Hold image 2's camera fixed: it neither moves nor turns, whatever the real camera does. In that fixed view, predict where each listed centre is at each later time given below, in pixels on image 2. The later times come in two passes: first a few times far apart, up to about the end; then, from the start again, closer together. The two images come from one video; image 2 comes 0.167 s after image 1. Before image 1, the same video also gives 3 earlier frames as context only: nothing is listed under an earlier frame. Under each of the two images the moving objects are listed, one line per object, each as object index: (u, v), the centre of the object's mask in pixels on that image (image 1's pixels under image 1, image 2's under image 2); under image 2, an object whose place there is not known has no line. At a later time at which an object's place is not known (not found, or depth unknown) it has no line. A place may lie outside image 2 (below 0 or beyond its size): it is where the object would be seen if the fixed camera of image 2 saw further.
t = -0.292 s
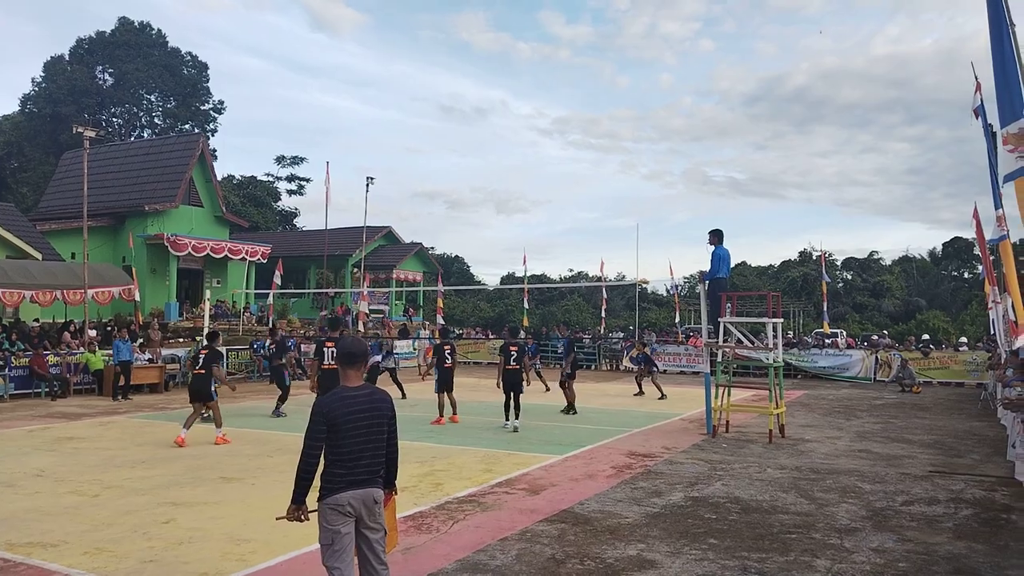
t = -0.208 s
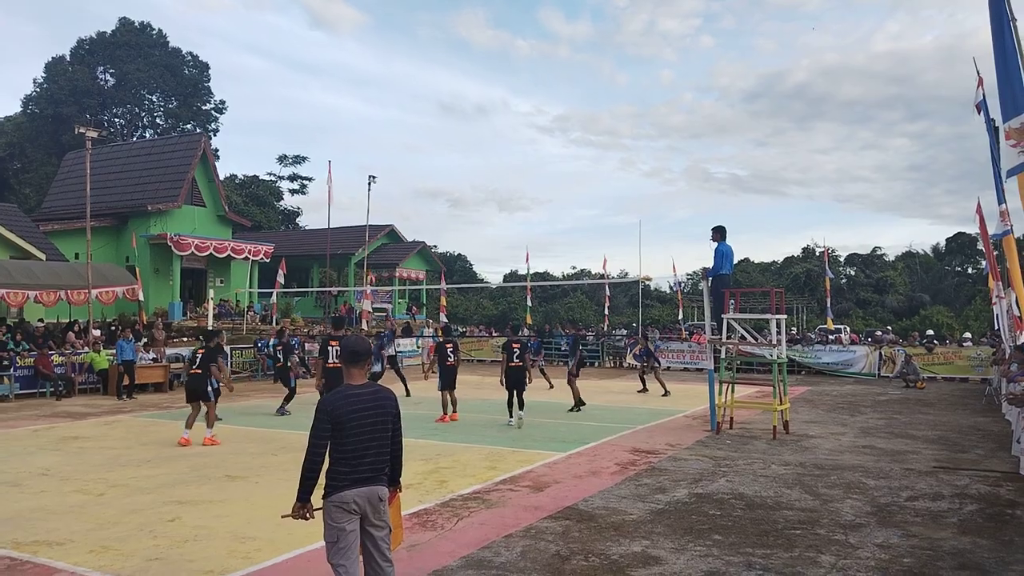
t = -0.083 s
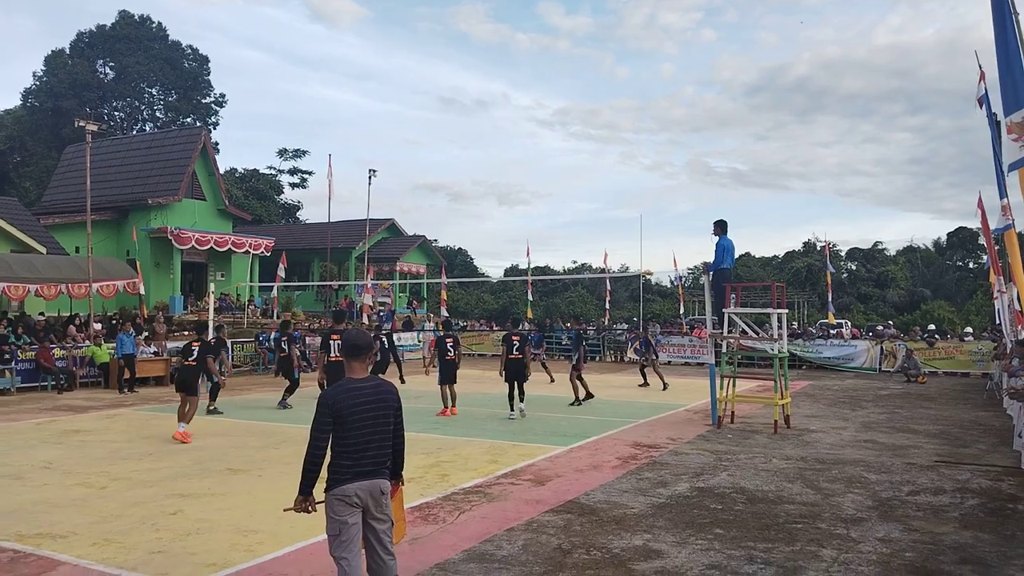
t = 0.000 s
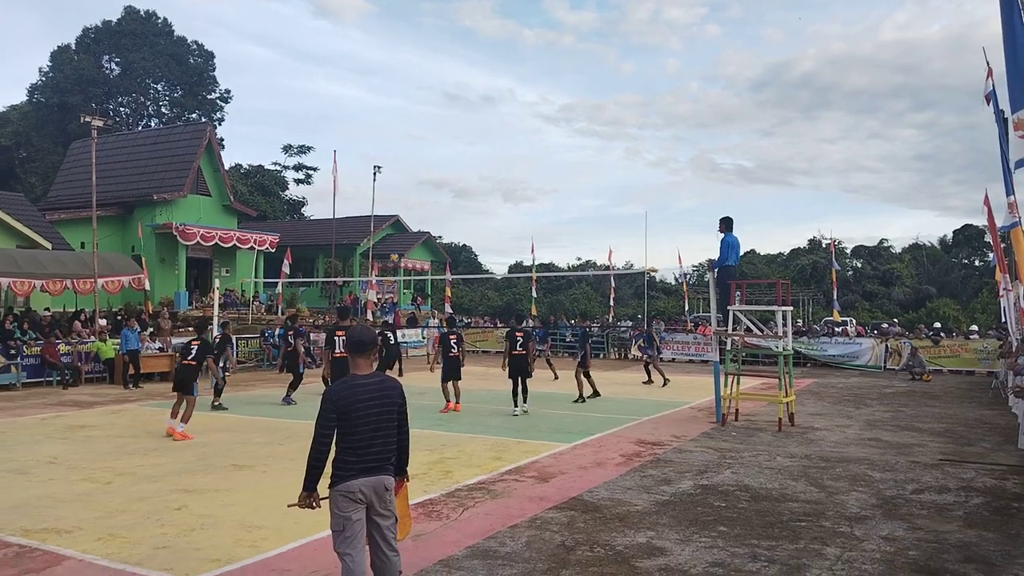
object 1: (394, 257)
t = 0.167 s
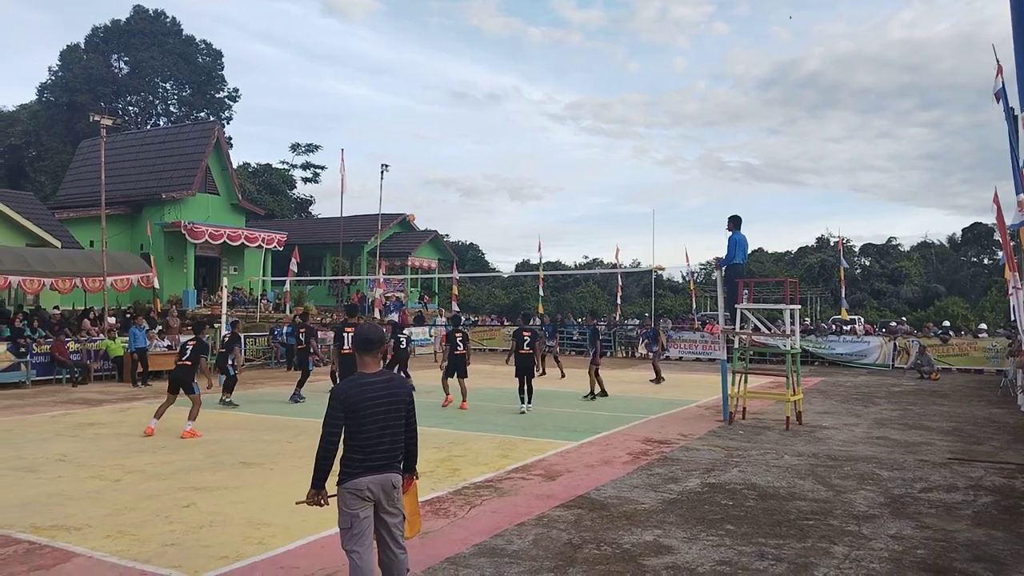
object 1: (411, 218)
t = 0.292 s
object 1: (417, 197)
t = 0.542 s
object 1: (431, 175)
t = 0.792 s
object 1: (445, 178)
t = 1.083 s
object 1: (460, 217)
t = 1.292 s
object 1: (470, 267)
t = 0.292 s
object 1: (417, 197)
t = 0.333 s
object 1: (420, 191)
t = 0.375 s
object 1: (422, 186)
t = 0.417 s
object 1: (425, 182)
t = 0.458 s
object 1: (426, 179)
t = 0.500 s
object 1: (428, 177)
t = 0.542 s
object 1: (431, 175)
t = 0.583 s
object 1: (433, 173)
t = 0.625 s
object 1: (436, 173)
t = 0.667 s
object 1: (438, 173)
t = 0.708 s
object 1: (440, 174)
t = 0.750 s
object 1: (443, 176)
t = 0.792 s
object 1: (445, 178)
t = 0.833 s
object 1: (447, 182)
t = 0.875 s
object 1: (450, 186)
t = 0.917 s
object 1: (451, 190)
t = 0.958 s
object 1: (454, 196)
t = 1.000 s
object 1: (456, 203)
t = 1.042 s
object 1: (458, 210)
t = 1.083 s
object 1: (460, 217)
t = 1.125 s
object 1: (463, 226)
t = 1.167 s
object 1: (465, 235)
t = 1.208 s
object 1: (466, 245)
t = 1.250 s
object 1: (468, 255)
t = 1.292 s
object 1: (470, 267)
